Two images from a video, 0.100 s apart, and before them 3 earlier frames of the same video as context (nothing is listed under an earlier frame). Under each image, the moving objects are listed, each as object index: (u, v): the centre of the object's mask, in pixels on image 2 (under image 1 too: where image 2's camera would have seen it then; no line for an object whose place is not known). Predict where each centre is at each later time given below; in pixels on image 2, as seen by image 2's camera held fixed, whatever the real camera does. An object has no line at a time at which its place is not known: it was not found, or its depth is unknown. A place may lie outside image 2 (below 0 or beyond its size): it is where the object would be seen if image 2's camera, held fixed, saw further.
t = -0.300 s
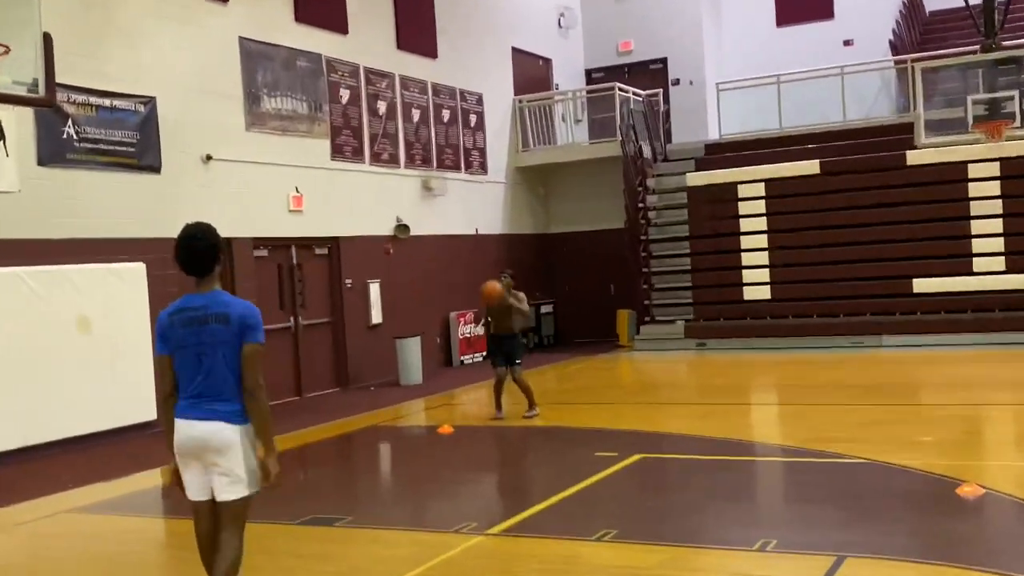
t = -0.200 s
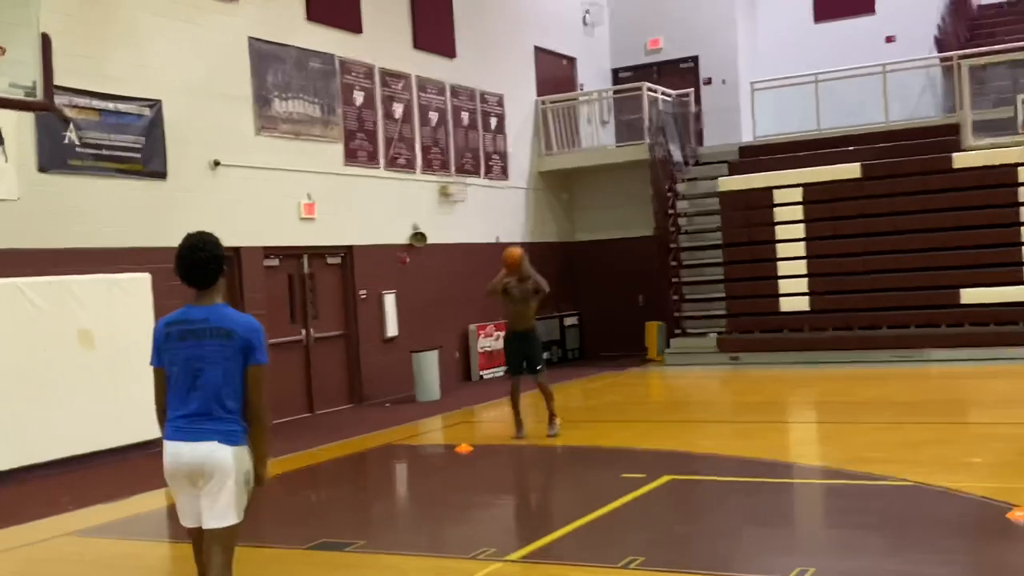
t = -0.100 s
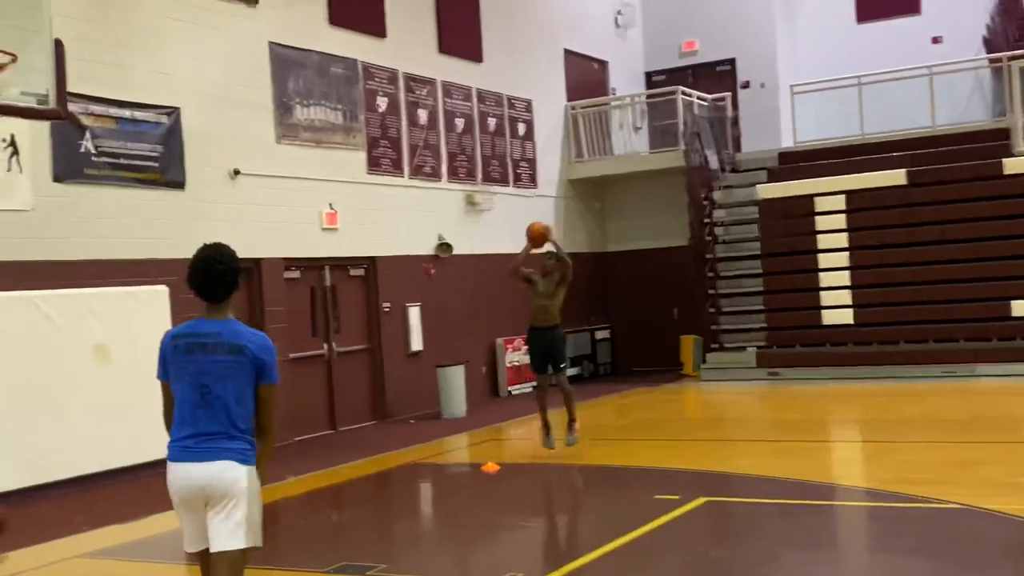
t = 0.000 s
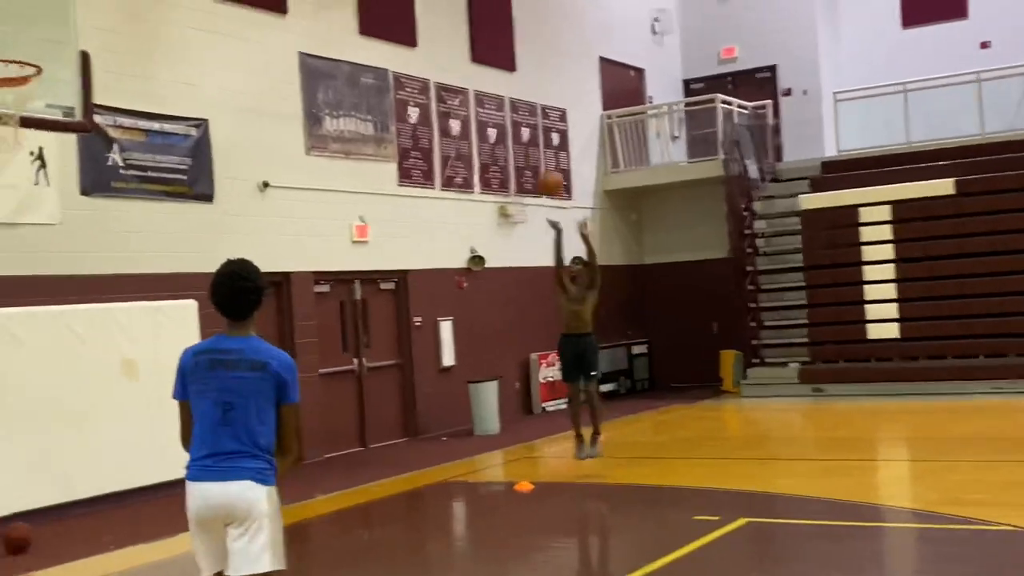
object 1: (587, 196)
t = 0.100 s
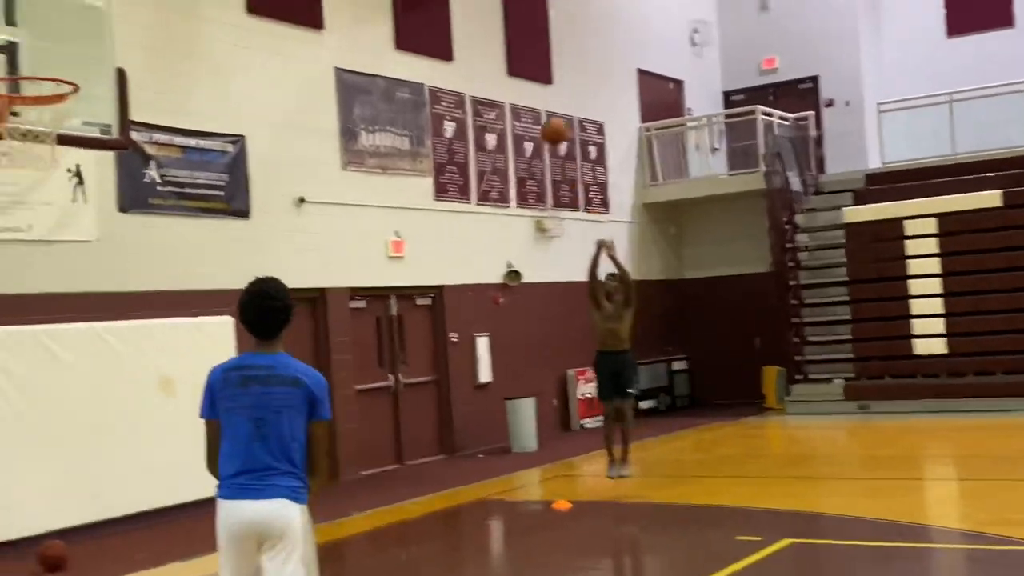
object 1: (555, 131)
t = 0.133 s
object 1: (544, 111)
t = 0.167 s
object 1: (531, 90)
